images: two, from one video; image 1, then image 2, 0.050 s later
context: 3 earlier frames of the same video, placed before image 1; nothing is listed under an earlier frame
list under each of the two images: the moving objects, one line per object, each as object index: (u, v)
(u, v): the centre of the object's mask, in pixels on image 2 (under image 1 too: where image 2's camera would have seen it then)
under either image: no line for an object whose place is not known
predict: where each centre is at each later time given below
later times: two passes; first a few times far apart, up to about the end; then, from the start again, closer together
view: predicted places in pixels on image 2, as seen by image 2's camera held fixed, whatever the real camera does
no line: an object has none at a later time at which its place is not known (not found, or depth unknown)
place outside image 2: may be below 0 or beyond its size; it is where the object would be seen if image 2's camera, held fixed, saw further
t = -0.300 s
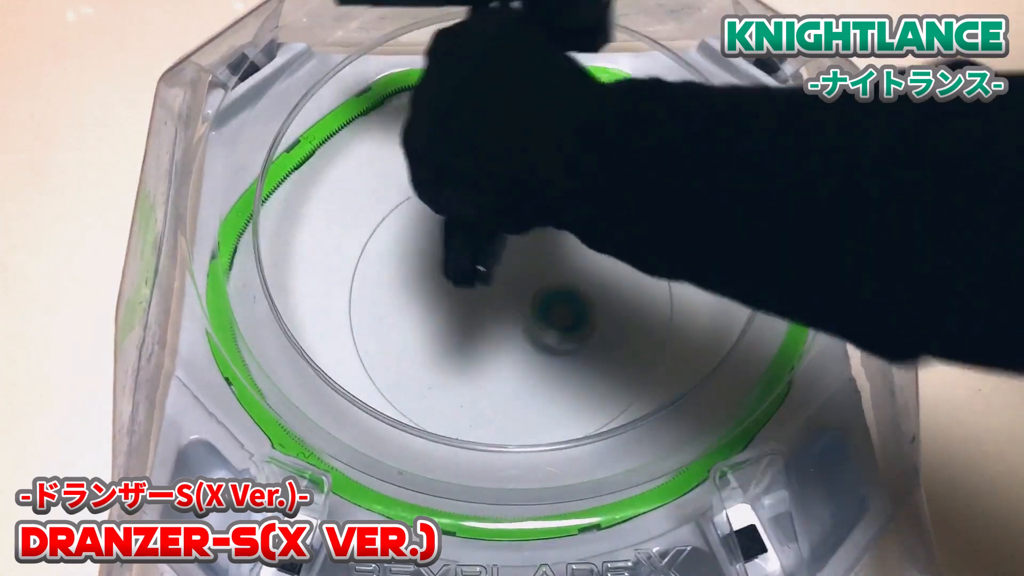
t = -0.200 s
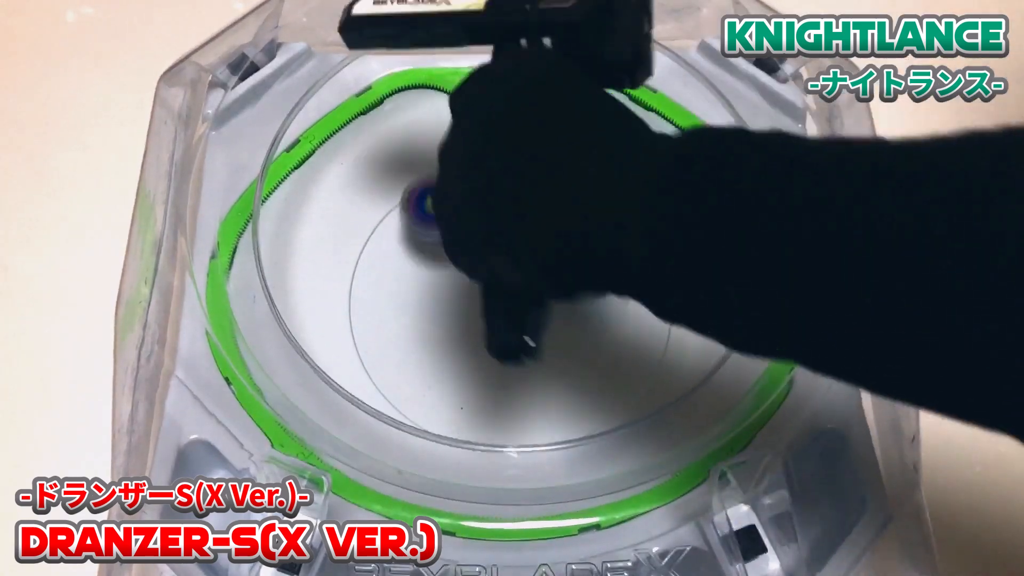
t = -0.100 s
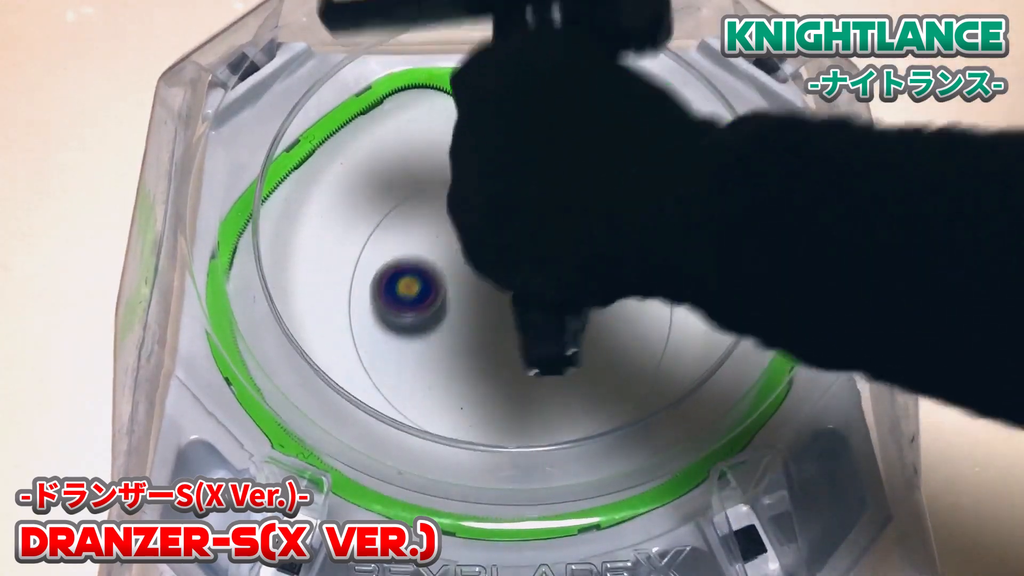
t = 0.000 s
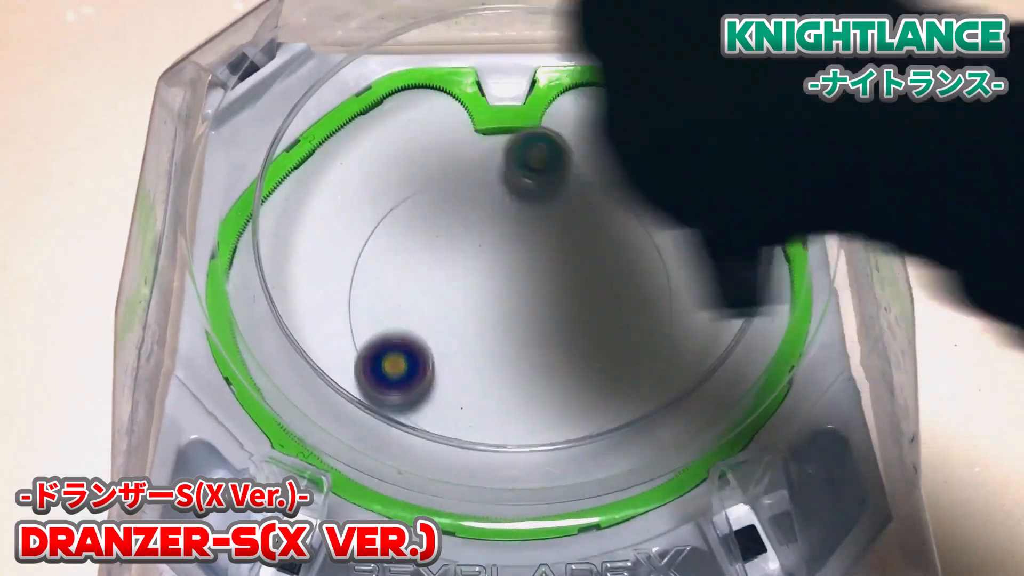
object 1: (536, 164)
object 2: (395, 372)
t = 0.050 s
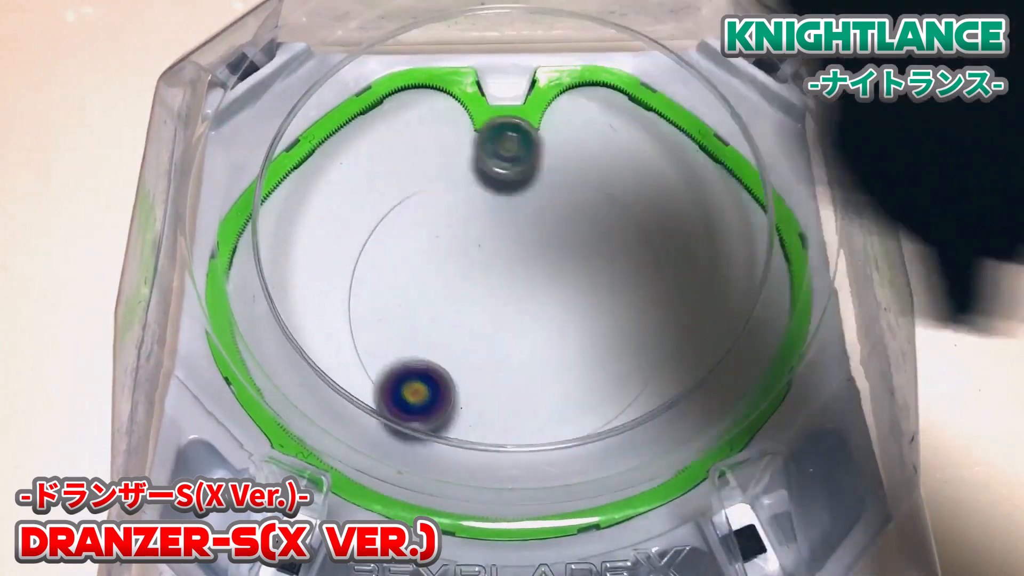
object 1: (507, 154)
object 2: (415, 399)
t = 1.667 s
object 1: (500, 181)
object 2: (645, 202)
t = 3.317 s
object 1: (592, 301)
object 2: (666, 172)
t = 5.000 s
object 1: (630, 353)
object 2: (516, 129)
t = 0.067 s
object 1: (496, 151)
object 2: (425, 408)
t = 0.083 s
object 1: (486, 149)
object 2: (441, 406)
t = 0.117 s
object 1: (465, 146)
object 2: (470, 413)
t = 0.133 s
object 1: (455, 146)
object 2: (486, 414)
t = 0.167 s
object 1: (435, 145)
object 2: (522, 412)
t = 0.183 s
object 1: (427, 146)
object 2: (540, 408)
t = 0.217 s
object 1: (411, 149)
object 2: (574, 392)
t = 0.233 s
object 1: (404, 150)
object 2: (589, 380)
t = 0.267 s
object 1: (393, 154)
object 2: (616, 353)
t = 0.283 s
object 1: (389, 157)
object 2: (627, 337)
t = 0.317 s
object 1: (383, 164)
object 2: (642, 303)
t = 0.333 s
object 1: (381, 167)
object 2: (646, 286)
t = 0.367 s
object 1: (379, 174)
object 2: (649, 251)
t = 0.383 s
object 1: (380, 178)
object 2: (648, 232)
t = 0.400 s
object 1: (380, 182)
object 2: (645, 216)
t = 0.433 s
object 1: (385, 191)
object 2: (629, 183)
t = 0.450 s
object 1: (389, 197)
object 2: (618, 171)
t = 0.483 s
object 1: (399, 211)
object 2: (593, 149)
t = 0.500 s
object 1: (405, 218)
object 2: (579, 137)
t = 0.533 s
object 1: (420, 235)
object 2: (551, 112)
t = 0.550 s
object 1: (429, 246)
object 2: (539, 128)
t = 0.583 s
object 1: (450, 267)
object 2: (514, 180)
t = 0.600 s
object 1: (460, 278)
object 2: (500, 214)
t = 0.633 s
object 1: (451, 273)
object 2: (521, 292)
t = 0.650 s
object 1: (443, 267)
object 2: (543, 339)
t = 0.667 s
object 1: (432, 262)
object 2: (568, 392)
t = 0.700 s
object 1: (413, 253)
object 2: (603, 495)
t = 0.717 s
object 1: (406, 245)
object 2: (607, 482)
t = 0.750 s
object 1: (394, 232)
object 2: (604, 413)
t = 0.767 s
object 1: (389, 228)
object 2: (602, 384)
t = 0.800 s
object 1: (386, 225)
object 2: (599, 335)
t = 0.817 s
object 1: (385, 224)
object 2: (597, 313)
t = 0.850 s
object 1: (387, 226)
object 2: (594, 276)
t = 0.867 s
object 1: (390, 228)
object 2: (591, 258)
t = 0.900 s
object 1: (396, 234)
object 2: (574, 210)
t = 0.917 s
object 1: (400, 238)
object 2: (566, 190)
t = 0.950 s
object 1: (411, 248)
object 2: (547, 151)
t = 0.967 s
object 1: (418, 254)
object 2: (536, 132)
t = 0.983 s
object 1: (426, 260)
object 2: (524, 119)
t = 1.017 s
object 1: (442, 274)
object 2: (496, 142)
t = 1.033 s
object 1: (450, 279)
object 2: (481, 157)
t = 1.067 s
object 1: (468, 289)
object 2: (453, 192)
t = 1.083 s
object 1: (478, 293)
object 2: (439, 212)
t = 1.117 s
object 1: (496, 299)
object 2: (414, 246)
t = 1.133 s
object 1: (505, 301)
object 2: (403, 261)
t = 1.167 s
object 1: (523, 303)
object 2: (383, 294)
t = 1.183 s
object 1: (532, 303)
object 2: (376, 306)
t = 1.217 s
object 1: (548, 301)
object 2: (372, 330)
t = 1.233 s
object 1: (556, 298)
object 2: (378, 341)
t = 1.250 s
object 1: (563, 296)
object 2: (385, 352)
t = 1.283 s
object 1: (575, 288)
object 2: (401, 371)
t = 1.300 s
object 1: (580, 284)
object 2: (411, 378)
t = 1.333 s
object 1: (589, 273)
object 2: (433, 388)
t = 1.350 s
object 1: (592, 268)
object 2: (446, 392)
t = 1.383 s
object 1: (595, 255)
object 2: (473, 393)
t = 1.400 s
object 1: (595, 248)
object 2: (486, 391)
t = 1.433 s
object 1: (593, 235)
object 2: (515, 382)
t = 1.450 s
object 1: (591, 228)
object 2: (530, 376)
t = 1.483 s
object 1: (584, 215)
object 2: (559, 358)
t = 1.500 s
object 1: (579, 209)
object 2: (573, 347)
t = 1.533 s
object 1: (567, 199)
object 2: (598, 321)
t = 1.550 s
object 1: (560, 194)
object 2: (610, 307)
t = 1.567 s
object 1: (552, 191)
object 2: (620, 293)
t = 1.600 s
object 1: (536, 184)
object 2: (637, 262)
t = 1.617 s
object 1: (527, 183)
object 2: (642, 246)
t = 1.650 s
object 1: (509, 180)
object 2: (649, 215)
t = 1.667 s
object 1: (500, 181)
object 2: (645, 202)
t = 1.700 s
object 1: (484, 185)
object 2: (628, 180)
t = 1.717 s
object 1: (477, 189)
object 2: (620, 172)
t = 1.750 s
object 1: (465, 199)
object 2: (602, 157)
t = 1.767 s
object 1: (461, 205)
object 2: (594, 147)
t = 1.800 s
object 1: (454, 220)
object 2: (576, 130)
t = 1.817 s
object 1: (452, 229)
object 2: (568, 121)
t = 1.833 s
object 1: (452, 238)
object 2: (561, 108)
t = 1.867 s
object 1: (454, 258)
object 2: (566, 105)
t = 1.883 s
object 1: (456, 268)
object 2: (573, 108)
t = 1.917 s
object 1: (464, 287)
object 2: (588, 108)
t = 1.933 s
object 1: (469, 297)
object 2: (596, 105)
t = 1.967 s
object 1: (482, 315)
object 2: (609, 105)
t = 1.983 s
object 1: (490, 323)
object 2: (614, 107)
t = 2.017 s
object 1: (508, 337)
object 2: (623, 107)
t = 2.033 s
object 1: (518, 343)
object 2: (628, 107)
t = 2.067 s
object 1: (537, 351)
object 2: (634, 106)
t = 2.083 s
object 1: (548, 354)
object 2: (637, 106)
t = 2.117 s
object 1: (568, 356)
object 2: (642, 104)
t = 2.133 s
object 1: (577, 355)
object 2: (644, 102)
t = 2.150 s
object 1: (586, 354)
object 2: (645, 100)
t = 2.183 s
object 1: (603, 348)
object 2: (647, 97)
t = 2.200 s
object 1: (610, 344)
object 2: (648, 95)
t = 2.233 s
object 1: (622, 333)
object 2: (642, 95)
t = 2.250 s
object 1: (627, 327)
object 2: (637, 95)
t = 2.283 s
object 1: (634, 313)
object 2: (628, 97)
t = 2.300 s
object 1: (635, 305)
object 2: (623, 96)
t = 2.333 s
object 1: (634, 290)
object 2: (613, 97)
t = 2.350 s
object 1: (632, 282)
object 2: (608, 98)
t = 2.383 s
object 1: (625, 266)
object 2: (601, 97)
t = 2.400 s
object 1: (621, 259)
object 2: (597, 97)
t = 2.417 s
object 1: (615, 251)
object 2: (593, 95)
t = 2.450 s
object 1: (600, 239)
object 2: (588, 96)
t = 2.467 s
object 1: (593, 235)
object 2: (586, 95)
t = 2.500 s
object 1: (576, 228)
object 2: (585, 95)
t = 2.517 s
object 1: (566, 225)
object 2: (585, 94)
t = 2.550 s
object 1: (549, 224)
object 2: (586, 94)
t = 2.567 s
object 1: (540, 225)
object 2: (588, 94)
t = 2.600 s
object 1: (522, 230)
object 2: (593, 93)
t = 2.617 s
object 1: (513, 233)
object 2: (596, 93)
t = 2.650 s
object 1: (497, 243)
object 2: (603, 92)
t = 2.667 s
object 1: (489, 248)
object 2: (607, 91)
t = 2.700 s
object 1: (476, 262)
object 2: (617, 90)
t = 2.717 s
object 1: (470, 269)
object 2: (621, 89)
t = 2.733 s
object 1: (465, 278)
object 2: (627, 88)
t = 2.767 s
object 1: (458, 295)
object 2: (627, 89)
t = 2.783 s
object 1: (456, 304)
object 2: (621, 93)
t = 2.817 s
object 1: (454, 322)
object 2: (611, 99)
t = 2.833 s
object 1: (455, 332)
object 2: (607, 102)
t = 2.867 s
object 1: (460, 350)
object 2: (601, 107)
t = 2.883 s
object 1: (464, 358)
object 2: (598, 110)
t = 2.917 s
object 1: (474, 374)
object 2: (594, 116)
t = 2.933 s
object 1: (481, 380)
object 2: (594, 118)
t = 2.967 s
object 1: (496, 391)
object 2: (593, 122)
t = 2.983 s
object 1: (505, 394)
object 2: (593, 125)
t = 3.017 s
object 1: (523, 399)
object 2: (595, 130)
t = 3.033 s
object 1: (532, 399)
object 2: (596, 132)
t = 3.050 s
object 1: (541, 399)
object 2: (598, 135)
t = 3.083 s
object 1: (558, 394)
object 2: (603, 139)
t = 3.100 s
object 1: (566, 391)
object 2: (606, 141)
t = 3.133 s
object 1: (581, 381)
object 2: (612, 146)
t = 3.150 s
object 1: (587, 375)
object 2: (616, 147)
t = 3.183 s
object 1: (596, 362)
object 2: (625, 151)
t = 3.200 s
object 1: (600, 355)
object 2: (629, 154)
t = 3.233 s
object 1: (603, 339)
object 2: (638, 161)
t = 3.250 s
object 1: (603, 331)
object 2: (644, 161)
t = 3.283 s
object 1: (600, 315)
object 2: (656, 166)
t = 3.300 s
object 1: (597, 308)
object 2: (661, 169)
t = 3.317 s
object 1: (592, 301)
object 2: (666, 172)
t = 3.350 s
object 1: (582, 289)
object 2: (677, 180)
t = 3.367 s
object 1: (575, 283)
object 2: (682, 184)
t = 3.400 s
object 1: (560, 274)
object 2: (692, 194)
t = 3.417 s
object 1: (551, 270)
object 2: (698, 198)
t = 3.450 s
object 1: (533, 264)
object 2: (710, 208)
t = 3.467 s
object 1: (523, 262)
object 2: (715, 213)
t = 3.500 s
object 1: (503, 259)
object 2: (726, 222)
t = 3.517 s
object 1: (493, 258)
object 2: (730, 227)
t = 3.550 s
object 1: (474, 259)
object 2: (738, 236)
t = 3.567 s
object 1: (464, 261)
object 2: (740, 240)
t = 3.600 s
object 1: (448, 266)
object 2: (762, 248)
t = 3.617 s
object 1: (440, 270)
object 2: (765, 256)
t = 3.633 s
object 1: (433, 274)
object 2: (772, 261)
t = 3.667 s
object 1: (423, 284)
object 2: (785, 269)
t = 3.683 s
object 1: (419, 290)
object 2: (774, 268)
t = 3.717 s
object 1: (415, 304)
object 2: (750, 266)
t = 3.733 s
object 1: (413, 311)
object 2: (735, 265)
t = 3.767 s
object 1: (416, 326)
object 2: (724, 264)
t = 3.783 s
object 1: (418, 334)
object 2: (716, 265)
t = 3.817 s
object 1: (426, 347)
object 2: (701, 267)
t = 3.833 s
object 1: (430, 353)
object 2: (694, 268)
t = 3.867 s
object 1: (443, 364)
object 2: (682, 273)
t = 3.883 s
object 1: (450, 368)
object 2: (677, 276)
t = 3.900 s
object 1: (457, 372)
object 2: (672, 279)
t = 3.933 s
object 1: (473, 376)
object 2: (660, 286)
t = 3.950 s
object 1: (482, 377)
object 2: (653, 289)
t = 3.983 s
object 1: (498, 376)
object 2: (638, 291)
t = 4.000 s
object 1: (506, 374)
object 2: (630, 291)
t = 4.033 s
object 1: (520, 367)
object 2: (613, 289)
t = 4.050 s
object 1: (526, 362)
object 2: (605, 288)
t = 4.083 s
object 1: (536, 351)
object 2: (589, 286)
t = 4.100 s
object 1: (540, 345)
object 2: (582, 285)
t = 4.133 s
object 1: (535, 341)
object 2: (576, 275)
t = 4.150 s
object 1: (531, 340)
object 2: (573, 270)
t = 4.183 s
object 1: (522, 335)
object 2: (565, 263)
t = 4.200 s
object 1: (517, 331)
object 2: (560, 261)
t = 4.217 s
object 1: (512, 327)
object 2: (554, 260)
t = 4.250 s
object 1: (502, 319)
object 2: (542, 259)
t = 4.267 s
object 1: (494, 318)
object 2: (537, 257)
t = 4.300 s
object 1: (475, 320)
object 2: (532, 246)
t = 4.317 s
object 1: (467, 321)
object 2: (528, 242)
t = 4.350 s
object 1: (452, 322)
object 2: (519, 236)
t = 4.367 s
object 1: (446, 323)
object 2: (514, 235)
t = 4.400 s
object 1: (438, 323)
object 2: (501, 235)
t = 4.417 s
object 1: (435, 324)
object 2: (494, 237)
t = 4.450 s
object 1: (433, 325)
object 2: (480, 244)
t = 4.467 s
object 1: (434, 326)
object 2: (472, 249)
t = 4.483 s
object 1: (435, 327)
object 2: (466, 255)
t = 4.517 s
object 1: (438, 336)
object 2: (456, 265)
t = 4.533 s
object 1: (439, 344)
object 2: (456, 265)
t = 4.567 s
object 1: (441, 359)
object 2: (456, 268)
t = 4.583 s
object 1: (443, 366)
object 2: (457, 270)
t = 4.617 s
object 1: (450, 377)
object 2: (460, 279)
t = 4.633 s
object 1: (455, 382)
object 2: (463, 284)
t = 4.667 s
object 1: (465, 387)
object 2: (471, 296)
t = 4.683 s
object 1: (470, 389)
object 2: (477, 303)
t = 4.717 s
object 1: (482, 390)
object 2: (490, 314)
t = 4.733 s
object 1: (489, 389)
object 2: (497, 319)
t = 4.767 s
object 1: (491, 414)
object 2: (524, 289)
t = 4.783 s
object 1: (490, 435)
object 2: (539, 267)
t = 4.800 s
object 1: (490, 452)
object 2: (553, 242)
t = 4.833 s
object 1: (492, 483)
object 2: (573, 197)
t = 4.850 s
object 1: (495, 491)
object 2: (581, 177)
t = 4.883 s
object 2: (593, 138)
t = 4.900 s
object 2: (597, 121)
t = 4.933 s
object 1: (580, 410)
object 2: (604, 86)
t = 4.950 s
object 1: (594, 399)
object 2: (597, 79)
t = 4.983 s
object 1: (619, 368)
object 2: (544, 109)
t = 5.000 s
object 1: (630, 353)
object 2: (516, 129)
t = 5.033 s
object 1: (646, 322)
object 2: (462, 171)
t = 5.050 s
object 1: (653, 308)
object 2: (438, 189)
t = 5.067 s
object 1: (658, 293)
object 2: (414, 207)
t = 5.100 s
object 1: (662, 267)
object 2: (367, 247)
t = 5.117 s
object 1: (663, 255)
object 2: (358, 268)
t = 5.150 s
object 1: (658, 234)
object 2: (344, 317)
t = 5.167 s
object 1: (653, 225)
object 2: (339, 342)
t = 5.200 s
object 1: (642, 211)
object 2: (329, 389)
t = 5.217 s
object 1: (635, 206)
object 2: (323, 417)
